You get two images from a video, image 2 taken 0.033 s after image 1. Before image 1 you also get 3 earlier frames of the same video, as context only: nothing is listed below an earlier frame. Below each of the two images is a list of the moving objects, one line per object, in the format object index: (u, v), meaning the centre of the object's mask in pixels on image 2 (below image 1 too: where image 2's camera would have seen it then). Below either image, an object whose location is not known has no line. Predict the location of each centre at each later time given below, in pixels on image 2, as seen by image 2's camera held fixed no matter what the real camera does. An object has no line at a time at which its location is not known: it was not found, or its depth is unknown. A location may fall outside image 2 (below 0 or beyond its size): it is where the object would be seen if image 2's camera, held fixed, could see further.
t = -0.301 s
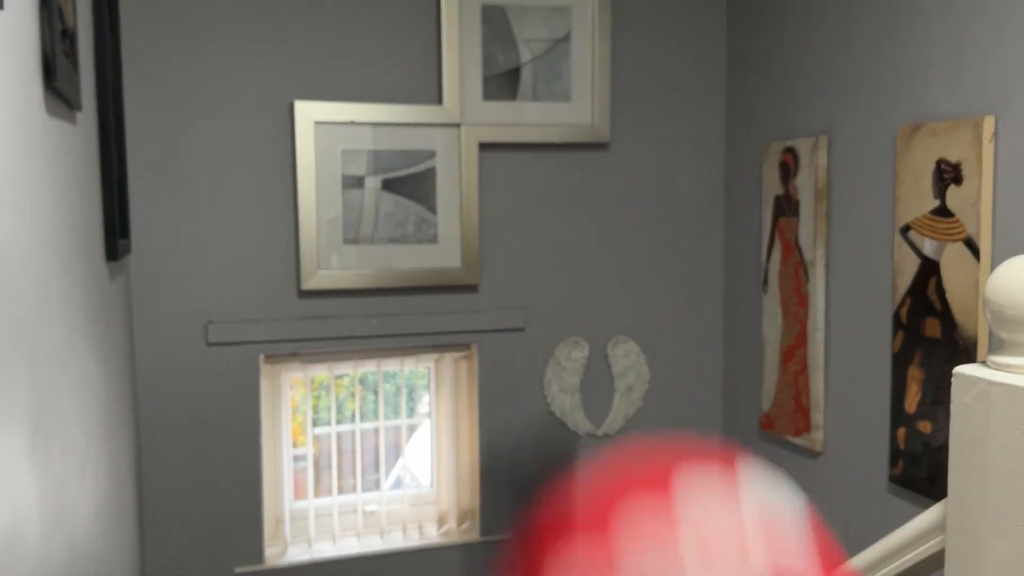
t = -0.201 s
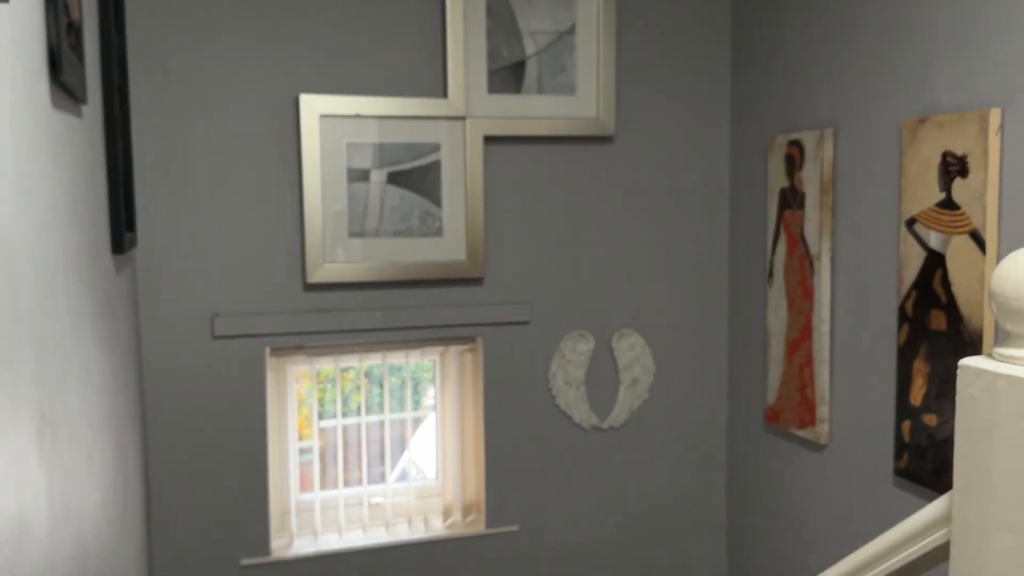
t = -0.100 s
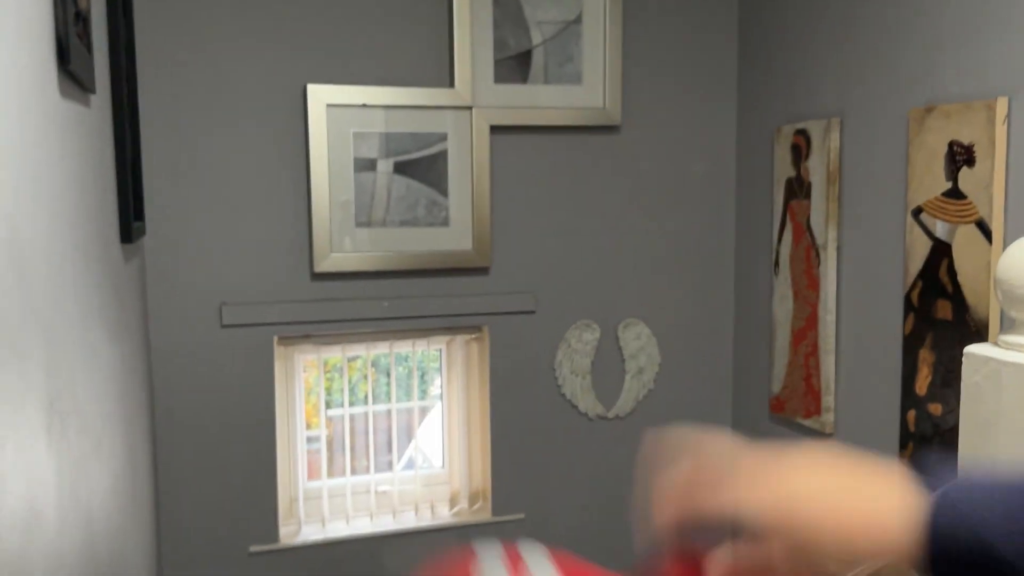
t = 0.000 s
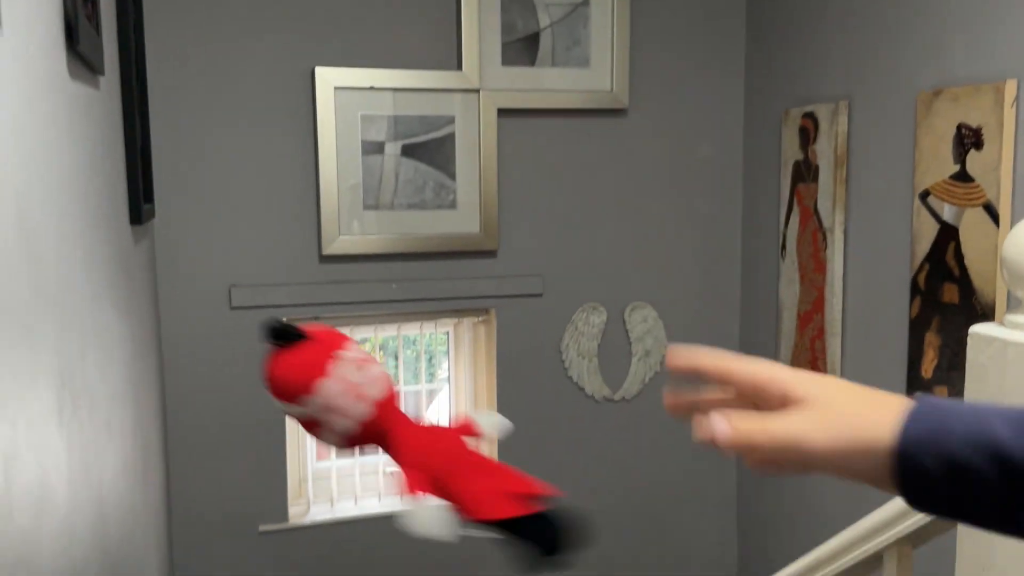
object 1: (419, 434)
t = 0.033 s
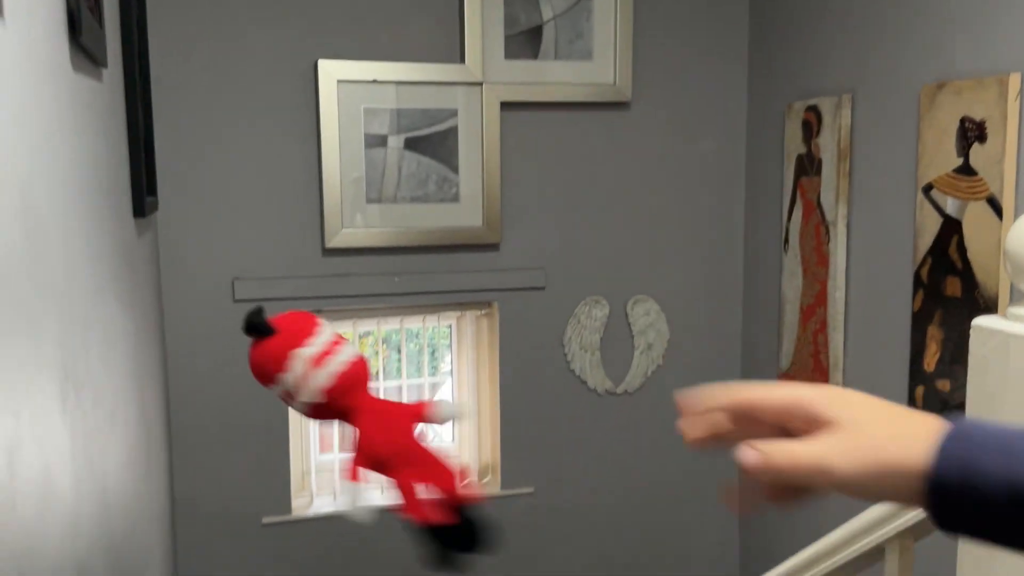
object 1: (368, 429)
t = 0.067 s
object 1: (326, 427)
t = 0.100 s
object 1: (292, 431)
